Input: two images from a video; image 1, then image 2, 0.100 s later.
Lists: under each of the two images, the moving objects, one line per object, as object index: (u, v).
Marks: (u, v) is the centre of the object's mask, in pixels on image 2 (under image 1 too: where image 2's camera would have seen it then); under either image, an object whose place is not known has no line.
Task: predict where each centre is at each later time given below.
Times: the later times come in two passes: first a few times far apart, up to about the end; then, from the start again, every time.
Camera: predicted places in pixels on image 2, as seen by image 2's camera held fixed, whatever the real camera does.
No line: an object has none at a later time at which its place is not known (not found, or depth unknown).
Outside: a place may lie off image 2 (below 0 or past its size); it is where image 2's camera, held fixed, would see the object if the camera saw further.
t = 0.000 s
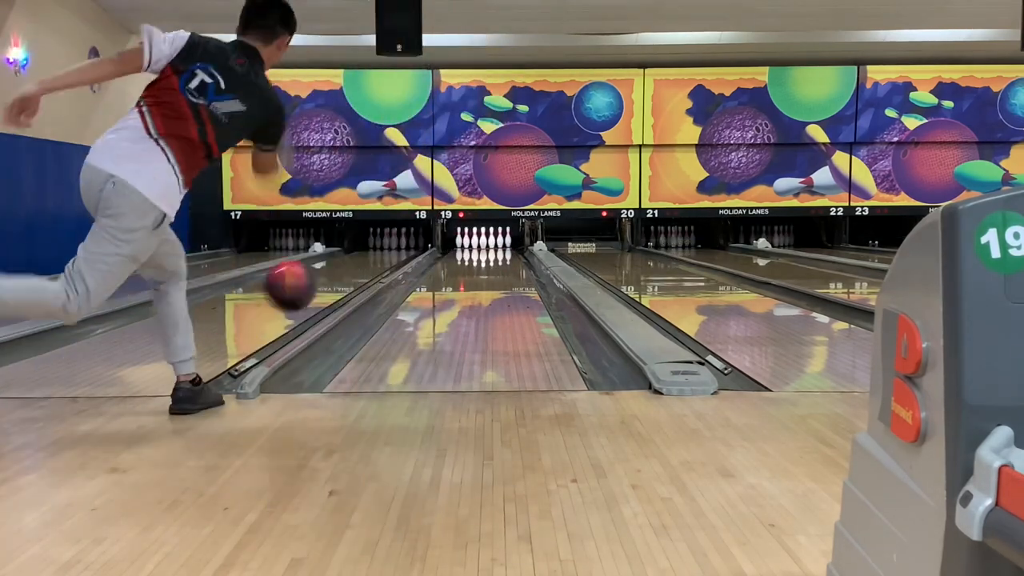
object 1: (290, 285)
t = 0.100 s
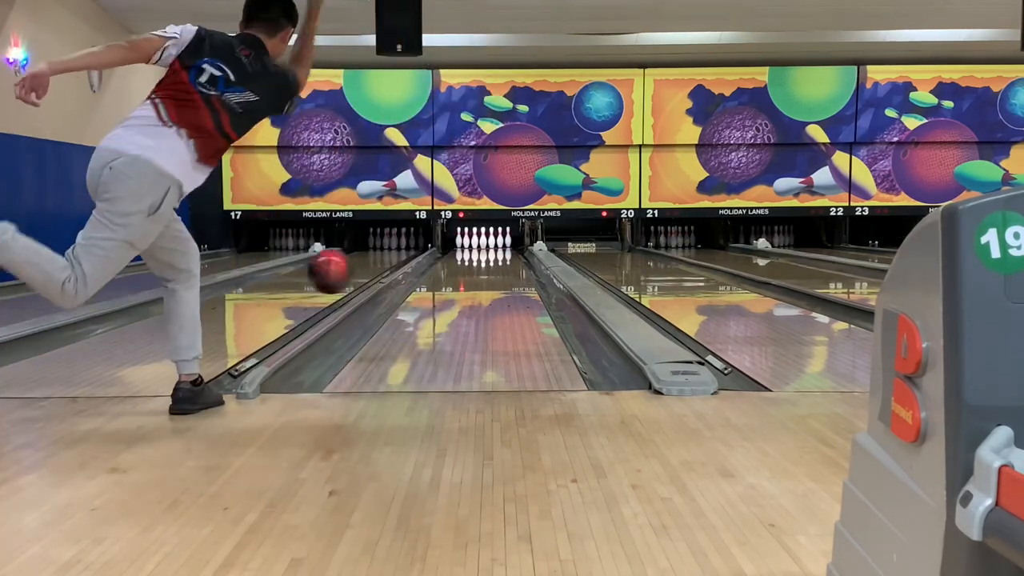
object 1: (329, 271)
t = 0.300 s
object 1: (386, 301)
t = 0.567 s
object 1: (433, 291)
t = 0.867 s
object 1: (464, 275)
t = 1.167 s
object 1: (485, 264)
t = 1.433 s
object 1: (496, 257)
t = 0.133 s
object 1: (341, 271)
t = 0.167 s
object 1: (352, 274)
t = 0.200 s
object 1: (361, 278)
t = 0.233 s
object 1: (370, 284)
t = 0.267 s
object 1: (379, 292)
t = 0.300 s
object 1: (386, 301)
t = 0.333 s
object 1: (394, 309)
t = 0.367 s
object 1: (400, 302)
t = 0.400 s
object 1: (407, 298)
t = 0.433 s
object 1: (413, 295)
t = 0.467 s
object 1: (418, 294)
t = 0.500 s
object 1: (423, 294)
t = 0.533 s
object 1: (428, 292)
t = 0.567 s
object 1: (433, 291)
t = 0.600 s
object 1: (437, 288)
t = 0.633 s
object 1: (441, 286)
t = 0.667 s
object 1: (445, 284)
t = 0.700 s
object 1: (448, 283)
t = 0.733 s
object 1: (452, 281)
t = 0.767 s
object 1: (455, 279)
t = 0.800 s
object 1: (458, 278)
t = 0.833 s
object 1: (462, 276)
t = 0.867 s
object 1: (464, 275)
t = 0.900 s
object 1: (467, 274)
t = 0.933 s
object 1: (469, 272)
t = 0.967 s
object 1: (472, 271)
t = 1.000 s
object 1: (474, 270)
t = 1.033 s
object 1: (476, 269)
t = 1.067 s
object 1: (479, 267)
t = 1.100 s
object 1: (480, 266)
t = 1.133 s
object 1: (483, 266)
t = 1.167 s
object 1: (485, 264)
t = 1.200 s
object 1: (486, 263)
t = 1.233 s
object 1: (488, 263)
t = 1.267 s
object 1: (489, 262)
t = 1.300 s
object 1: (491, 261)
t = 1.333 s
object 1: (493, 260)
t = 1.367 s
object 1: (495, 259)
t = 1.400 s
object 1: (496, 257)
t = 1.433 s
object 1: (496, 257)
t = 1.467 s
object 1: (498, 256)
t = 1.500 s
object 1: (499, 256)
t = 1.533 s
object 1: (500, 255)
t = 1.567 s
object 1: (501, 255)
